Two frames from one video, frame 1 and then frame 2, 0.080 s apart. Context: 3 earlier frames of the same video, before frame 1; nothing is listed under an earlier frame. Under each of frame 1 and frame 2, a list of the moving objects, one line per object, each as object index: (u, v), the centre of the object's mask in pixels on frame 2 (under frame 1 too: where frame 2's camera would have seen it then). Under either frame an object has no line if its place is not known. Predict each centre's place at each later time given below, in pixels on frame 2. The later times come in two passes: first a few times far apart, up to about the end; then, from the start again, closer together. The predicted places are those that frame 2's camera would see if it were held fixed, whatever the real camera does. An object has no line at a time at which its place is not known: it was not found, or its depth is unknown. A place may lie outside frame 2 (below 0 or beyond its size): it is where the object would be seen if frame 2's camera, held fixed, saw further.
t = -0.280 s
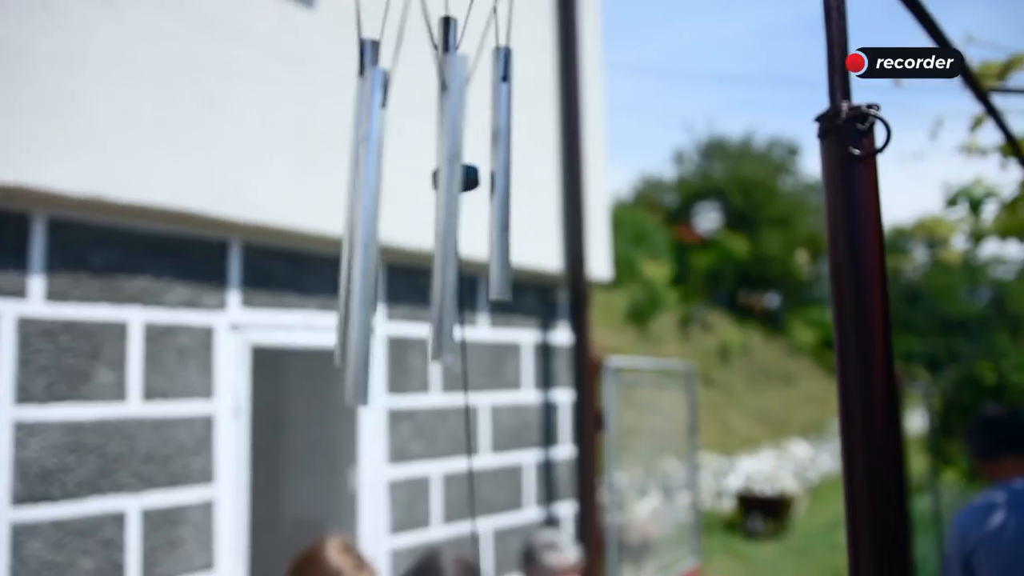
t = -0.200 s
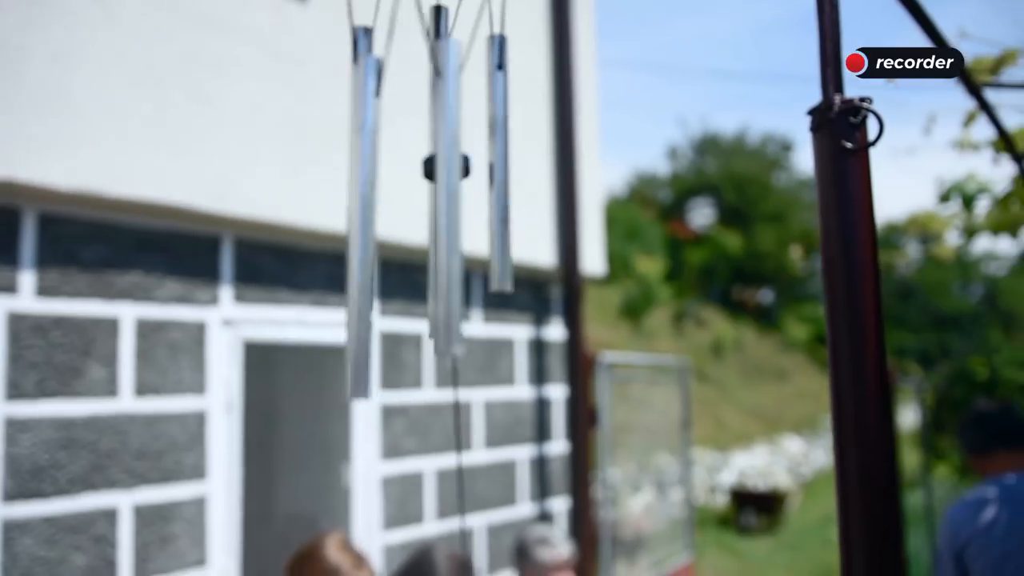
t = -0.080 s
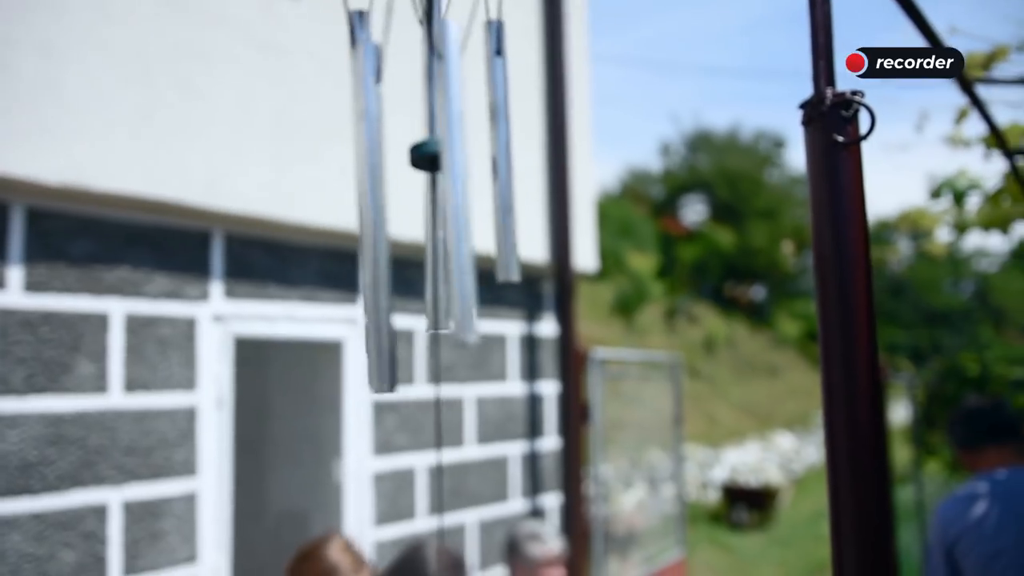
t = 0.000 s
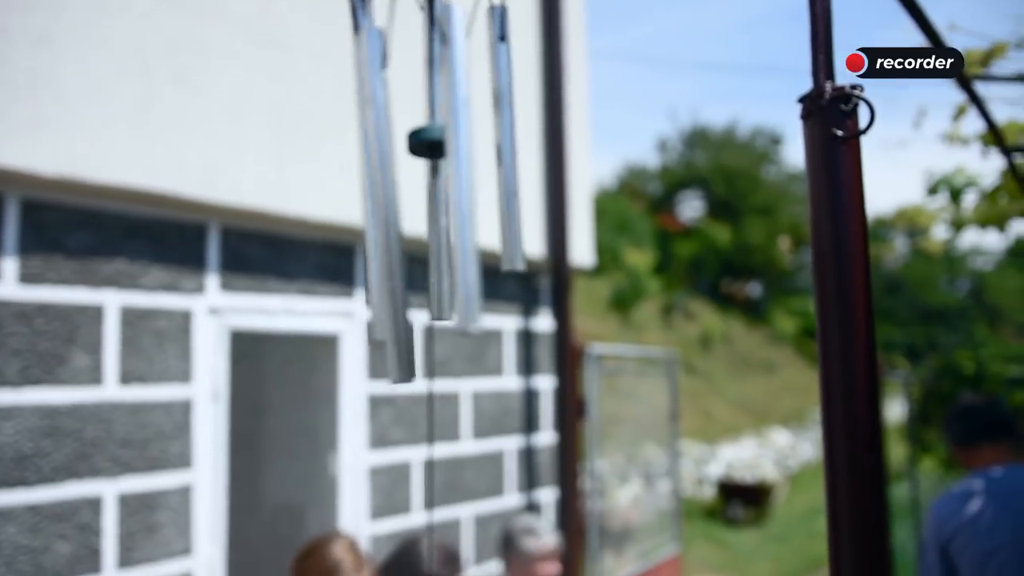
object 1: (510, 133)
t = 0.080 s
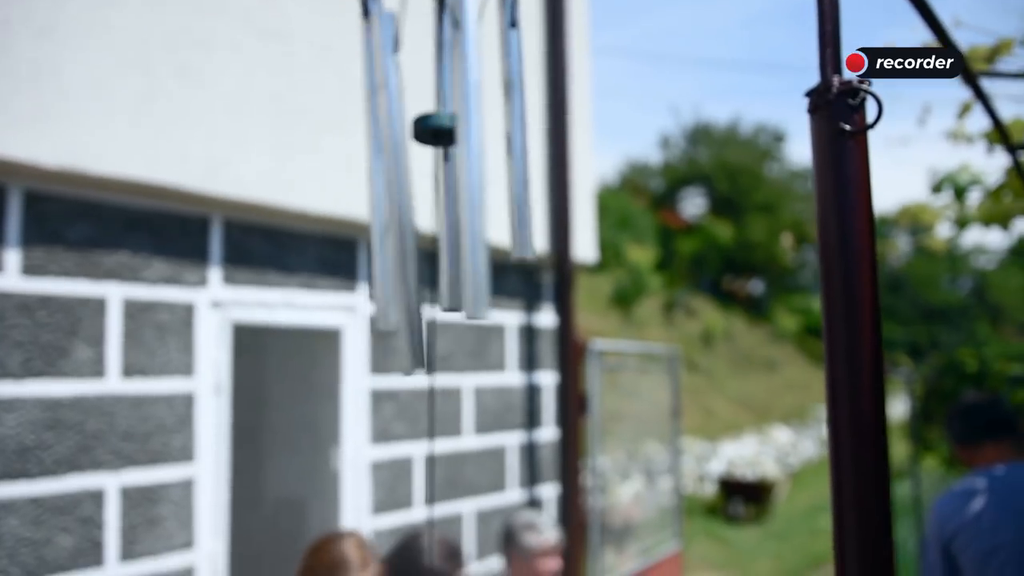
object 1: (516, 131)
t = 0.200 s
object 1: (514, 131)
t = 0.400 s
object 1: (493, 133)
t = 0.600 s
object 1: (490, 132)
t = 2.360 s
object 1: (540, 130)
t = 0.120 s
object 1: (517, 132)
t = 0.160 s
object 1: (517, 131)
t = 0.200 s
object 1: (514, 131)
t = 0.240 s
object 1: (511, 132)
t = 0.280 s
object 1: (507, 132)
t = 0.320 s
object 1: (502, 133)
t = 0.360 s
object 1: (497, 132)
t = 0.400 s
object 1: (493, 133)
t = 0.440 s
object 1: (490, 132)
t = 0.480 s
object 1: (488, 133)
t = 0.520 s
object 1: (487, 133)
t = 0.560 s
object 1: (488, 133)
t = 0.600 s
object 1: (490, 132)
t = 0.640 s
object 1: (493, 131)
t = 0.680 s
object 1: (498, 131)
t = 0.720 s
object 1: (504, 131)
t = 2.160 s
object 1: (512, 125)
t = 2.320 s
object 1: (531, 131)
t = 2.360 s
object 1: (540, 130)
